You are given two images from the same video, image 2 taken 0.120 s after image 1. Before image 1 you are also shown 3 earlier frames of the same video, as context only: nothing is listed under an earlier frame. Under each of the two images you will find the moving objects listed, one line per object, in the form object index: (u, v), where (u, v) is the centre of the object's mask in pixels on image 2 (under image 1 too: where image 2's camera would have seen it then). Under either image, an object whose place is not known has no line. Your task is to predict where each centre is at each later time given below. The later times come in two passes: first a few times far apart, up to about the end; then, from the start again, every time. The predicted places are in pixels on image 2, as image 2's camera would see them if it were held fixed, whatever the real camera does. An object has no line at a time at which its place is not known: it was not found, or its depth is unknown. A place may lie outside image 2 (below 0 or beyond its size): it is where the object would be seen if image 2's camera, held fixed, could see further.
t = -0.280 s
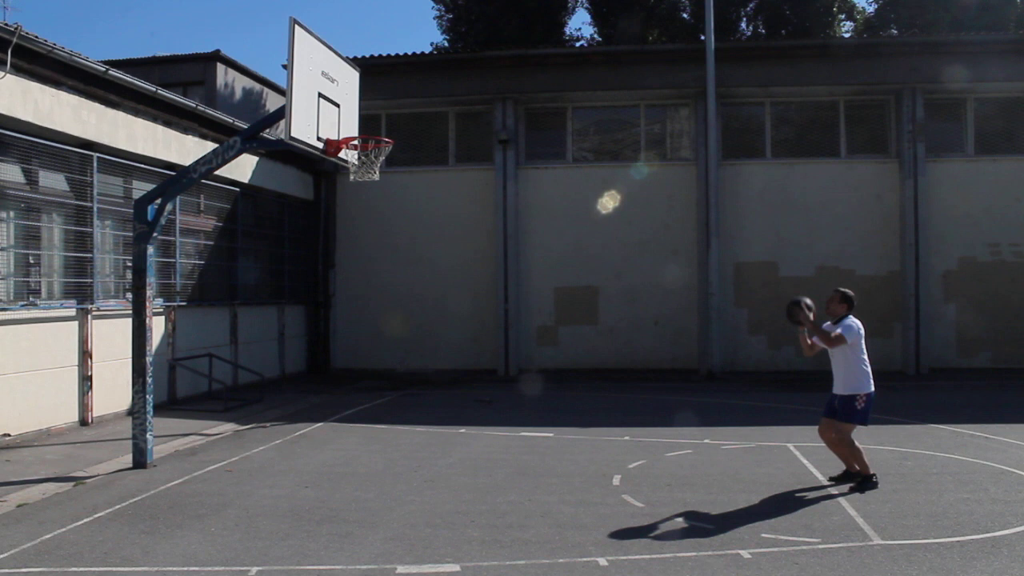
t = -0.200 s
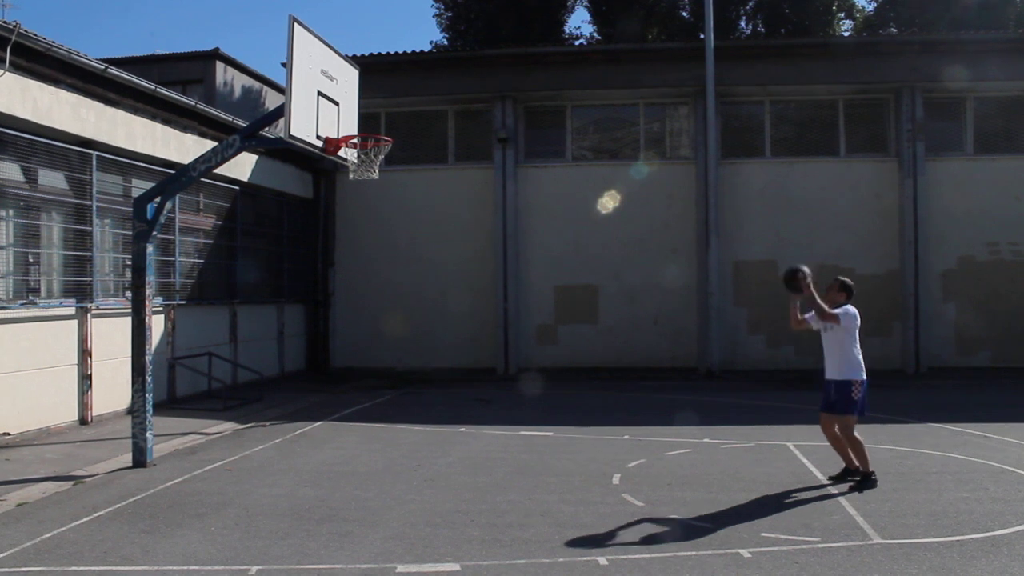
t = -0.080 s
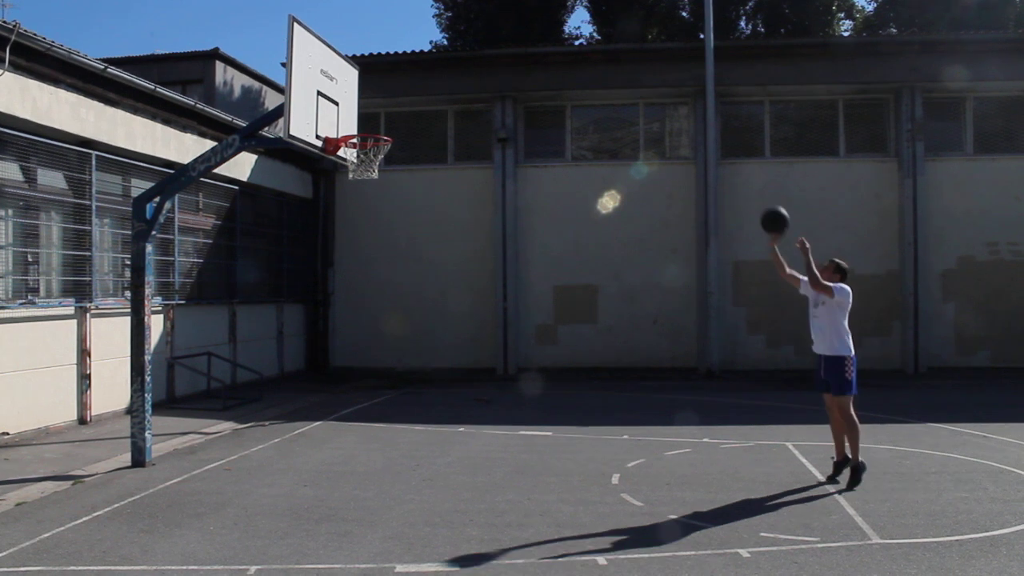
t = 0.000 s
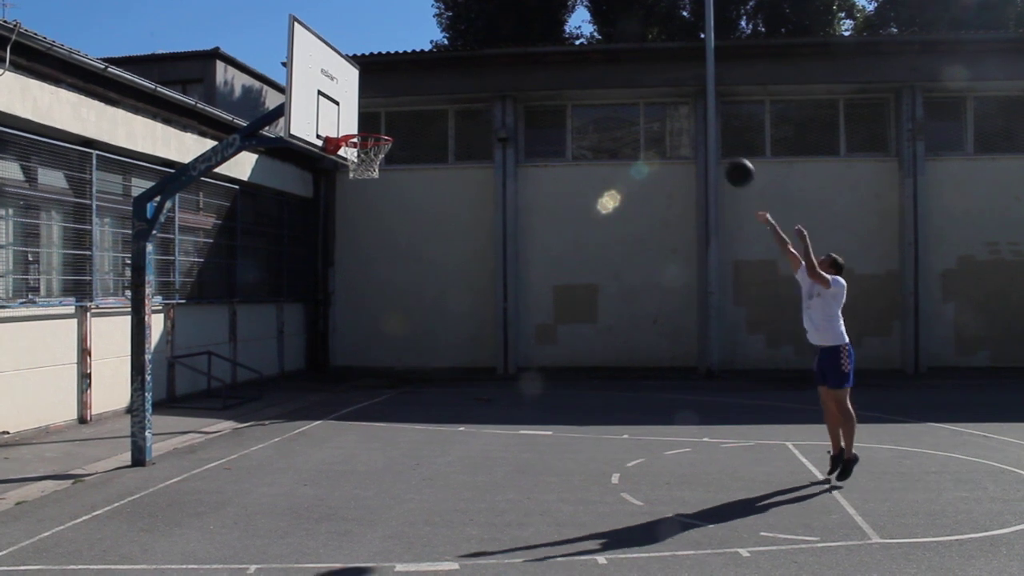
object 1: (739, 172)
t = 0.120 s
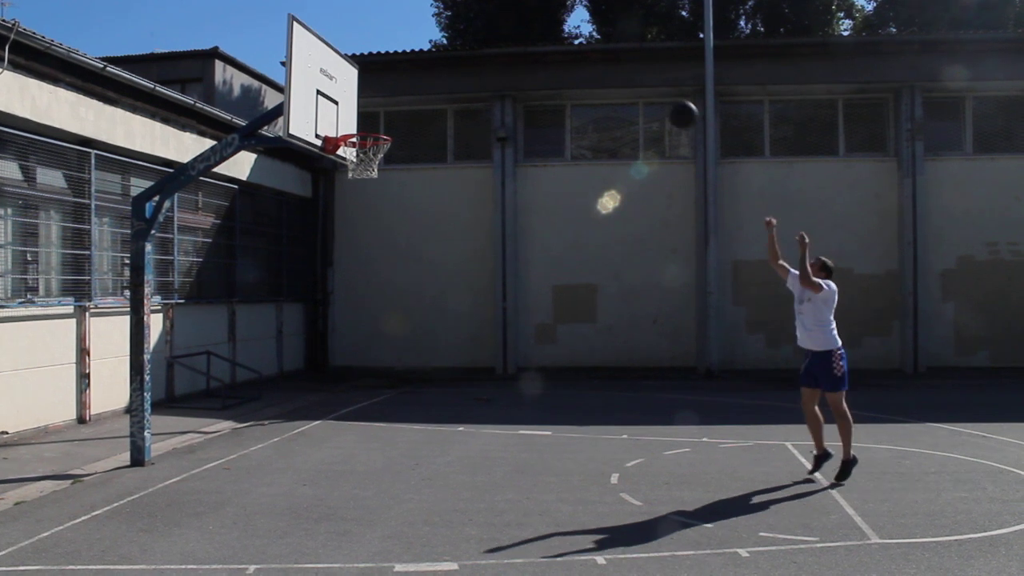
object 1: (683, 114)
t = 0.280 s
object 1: (613, 62)
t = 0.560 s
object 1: (491, 41)
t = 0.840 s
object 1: (376, 104)
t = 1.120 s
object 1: (401, 100)
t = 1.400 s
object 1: (437, 96)
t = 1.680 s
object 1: (471, 175)
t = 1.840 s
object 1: (491, 259)
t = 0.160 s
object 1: (665, 99)
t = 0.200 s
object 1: (647, 85)
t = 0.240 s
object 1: (630, 73)
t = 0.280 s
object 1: (613, 62)
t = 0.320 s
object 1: (593, 54)
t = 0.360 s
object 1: (577, 48)
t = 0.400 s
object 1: (559, 40)
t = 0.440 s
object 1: (542, 40)
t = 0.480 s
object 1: (525, 39)
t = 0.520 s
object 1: (508, 39)
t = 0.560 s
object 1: (491, 41)
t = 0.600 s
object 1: (475, 46)
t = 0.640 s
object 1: (458, 50)
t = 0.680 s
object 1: (441, 57)
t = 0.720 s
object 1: (425, 67)
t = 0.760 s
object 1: (410, 77)
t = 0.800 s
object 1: (393, 90)
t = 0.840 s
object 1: (376, 104)
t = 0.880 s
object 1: (362, 121)
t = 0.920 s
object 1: (355, 127)
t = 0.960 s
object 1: (374, 127)
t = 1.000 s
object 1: (385, 125)
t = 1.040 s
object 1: (390, 117)
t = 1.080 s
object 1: (396, 106)
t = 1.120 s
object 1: (401, 100)
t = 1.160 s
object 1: (406, 94)
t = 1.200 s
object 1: (410, 90)
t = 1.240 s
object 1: (416, 88)
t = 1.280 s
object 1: (421, 88)
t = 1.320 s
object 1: (426, 89)
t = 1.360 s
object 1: (432, 92)
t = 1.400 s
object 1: (437, 96)
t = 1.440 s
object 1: (442, 102)
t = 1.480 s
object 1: (446, 110)
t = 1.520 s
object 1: (453, 120)
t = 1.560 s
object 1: (458, 130)
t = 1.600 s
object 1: (462, 145)
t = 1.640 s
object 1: (467, 158)
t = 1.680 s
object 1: (471, 175)
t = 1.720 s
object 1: (476, 193)
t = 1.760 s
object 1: (481, 213)
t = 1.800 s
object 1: (486, 236)
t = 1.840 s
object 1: (491, 259)
